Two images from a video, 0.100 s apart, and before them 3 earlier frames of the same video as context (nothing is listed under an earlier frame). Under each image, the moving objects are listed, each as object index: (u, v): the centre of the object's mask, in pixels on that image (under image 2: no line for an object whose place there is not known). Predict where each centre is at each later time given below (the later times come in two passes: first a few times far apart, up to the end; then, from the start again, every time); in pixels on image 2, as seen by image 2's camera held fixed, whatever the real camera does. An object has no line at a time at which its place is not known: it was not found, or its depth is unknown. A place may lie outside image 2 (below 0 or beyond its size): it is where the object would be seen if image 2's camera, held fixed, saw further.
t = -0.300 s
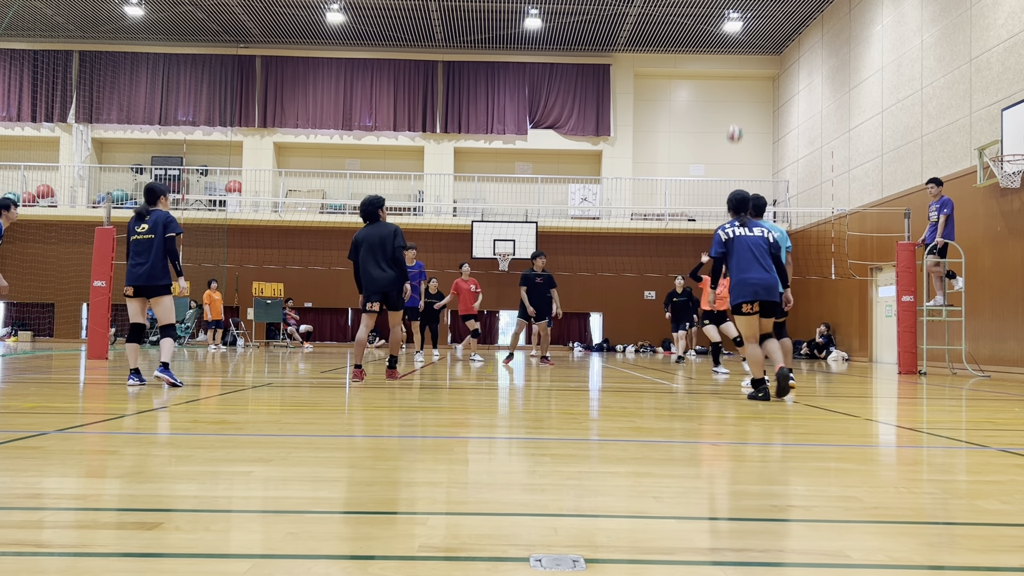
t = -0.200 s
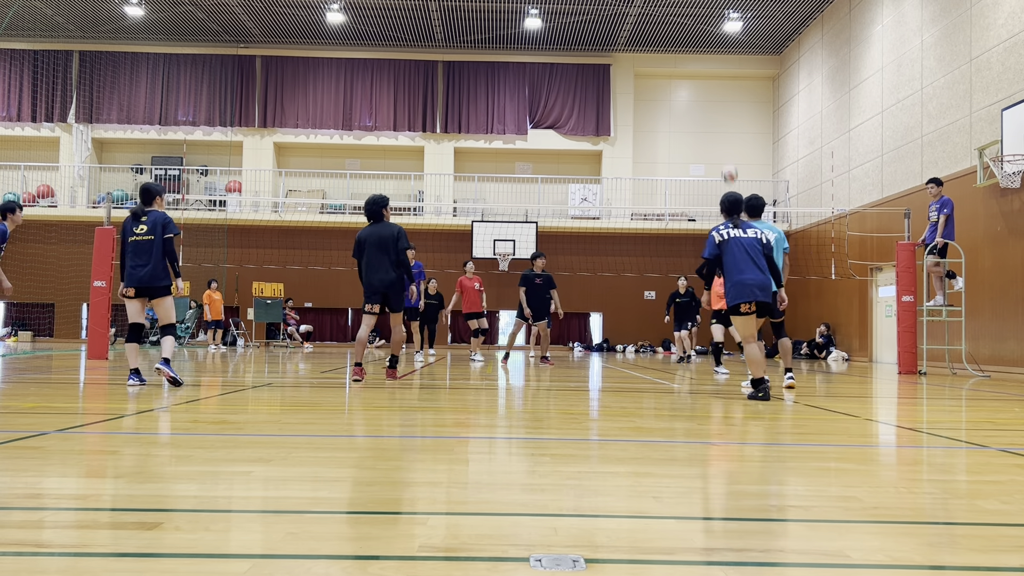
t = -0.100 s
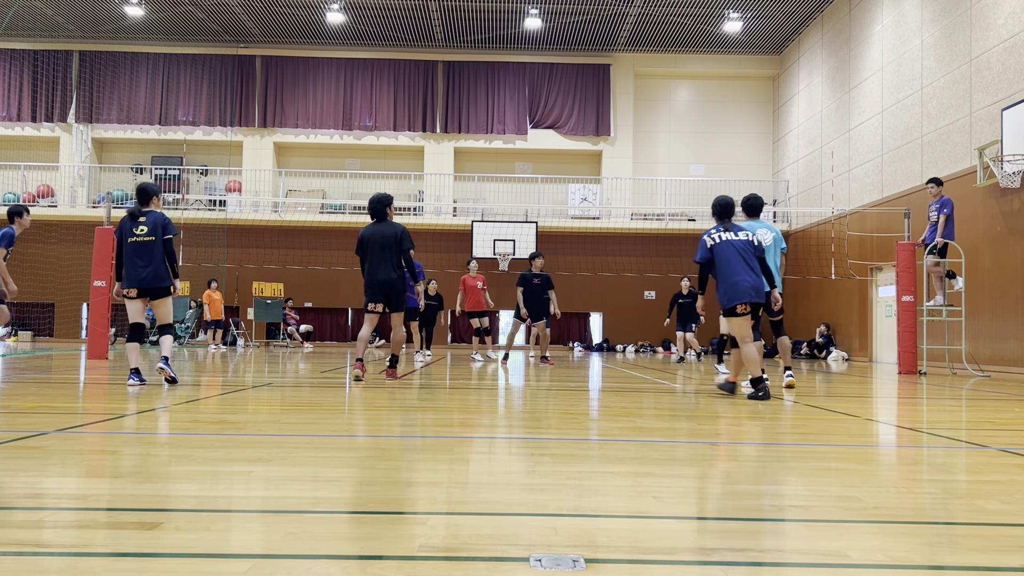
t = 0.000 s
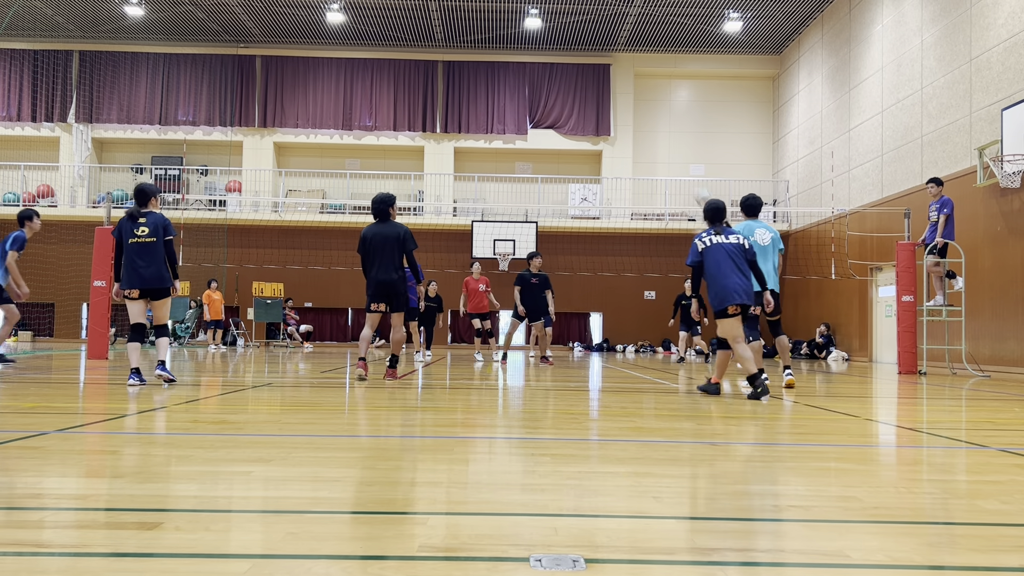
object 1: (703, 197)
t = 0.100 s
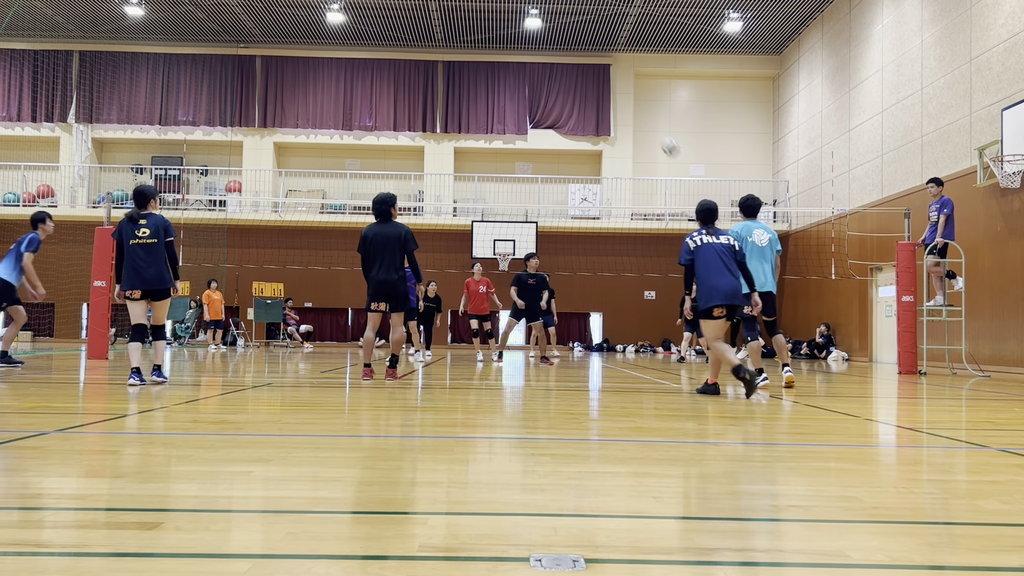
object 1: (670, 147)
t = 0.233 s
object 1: (628, 93)
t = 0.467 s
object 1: (556, 35)
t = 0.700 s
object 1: (488, 19)
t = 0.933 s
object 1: (422, 44)
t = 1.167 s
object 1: (358, 109)
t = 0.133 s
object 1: (659, 132)
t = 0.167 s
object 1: (648, 118)
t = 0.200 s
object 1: (639, 105)
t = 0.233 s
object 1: (628, 93)
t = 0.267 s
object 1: (617, 81)
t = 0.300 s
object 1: (607, 72)
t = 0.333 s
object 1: (597, 63)
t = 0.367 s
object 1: (586, 54)
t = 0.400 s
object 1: (576, 47)
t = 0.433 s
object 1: (566, 41)
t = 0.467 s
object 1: (556, 35)
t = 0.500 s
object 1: (546, 30)
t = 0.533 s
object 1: (535, 25)
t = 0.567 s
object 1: (526, 23)
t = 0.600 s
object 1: (517, 21)
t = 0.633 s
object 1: (507, 19)
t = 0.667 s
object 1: (498, 19)
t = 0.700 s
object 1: (488, 19)
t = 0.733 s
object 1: (478, 20)
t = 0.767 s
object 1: (469, 22)
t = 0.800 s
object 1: (459, 25)
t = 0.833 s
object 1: (450, 28)
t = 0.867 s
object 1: (440, 33)
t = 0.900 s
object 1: (431, 38)
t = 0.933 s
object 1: (422, 44)
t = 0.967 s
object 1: (412, 51)
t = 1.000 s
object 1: (403, 59)
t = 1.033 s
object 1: (394, 67)
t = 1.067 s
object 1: (385, 76)
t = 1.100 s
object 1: (376, 87)
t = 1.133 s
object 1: (367, 97)
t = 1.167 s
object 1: (358, 109)
